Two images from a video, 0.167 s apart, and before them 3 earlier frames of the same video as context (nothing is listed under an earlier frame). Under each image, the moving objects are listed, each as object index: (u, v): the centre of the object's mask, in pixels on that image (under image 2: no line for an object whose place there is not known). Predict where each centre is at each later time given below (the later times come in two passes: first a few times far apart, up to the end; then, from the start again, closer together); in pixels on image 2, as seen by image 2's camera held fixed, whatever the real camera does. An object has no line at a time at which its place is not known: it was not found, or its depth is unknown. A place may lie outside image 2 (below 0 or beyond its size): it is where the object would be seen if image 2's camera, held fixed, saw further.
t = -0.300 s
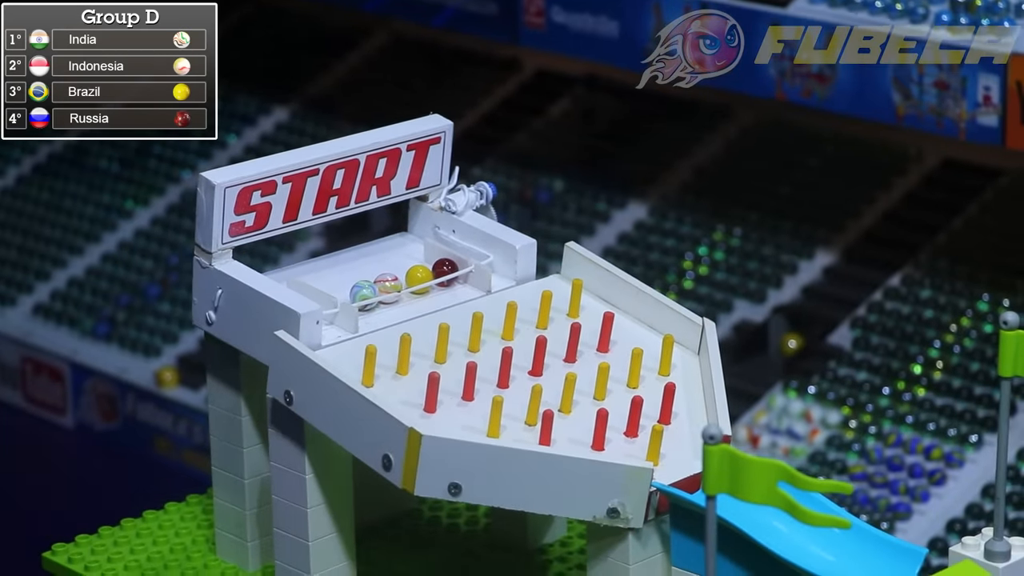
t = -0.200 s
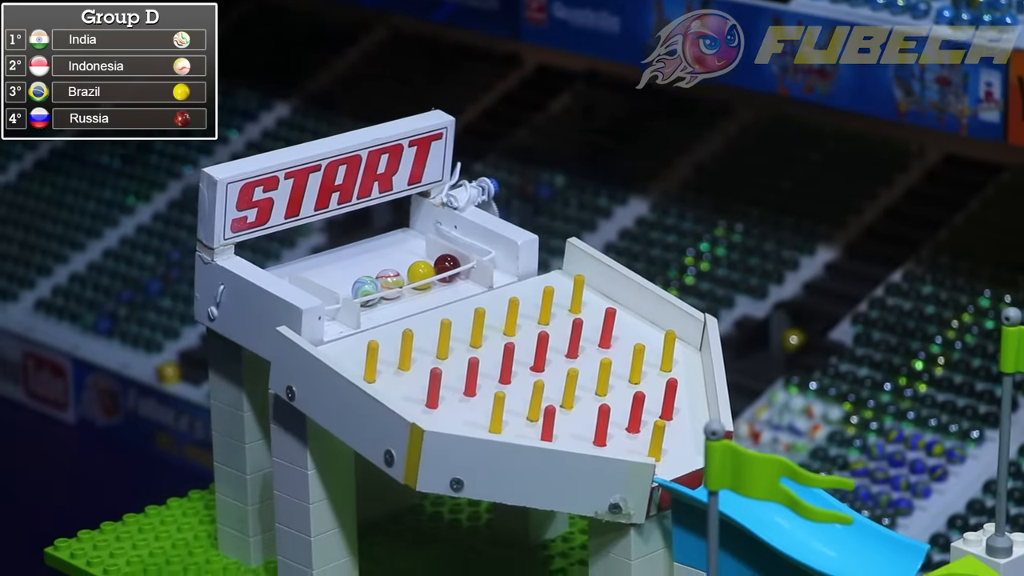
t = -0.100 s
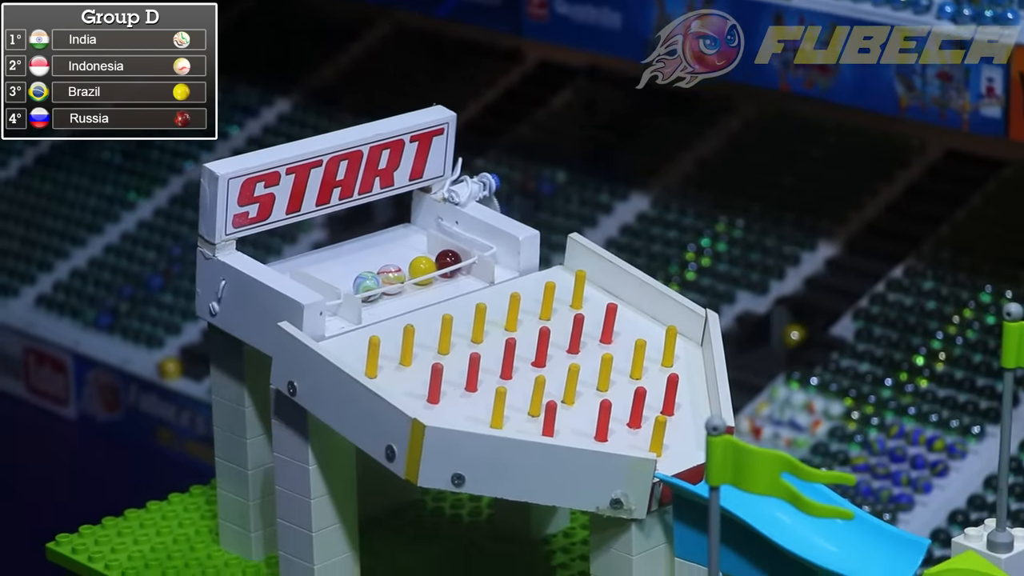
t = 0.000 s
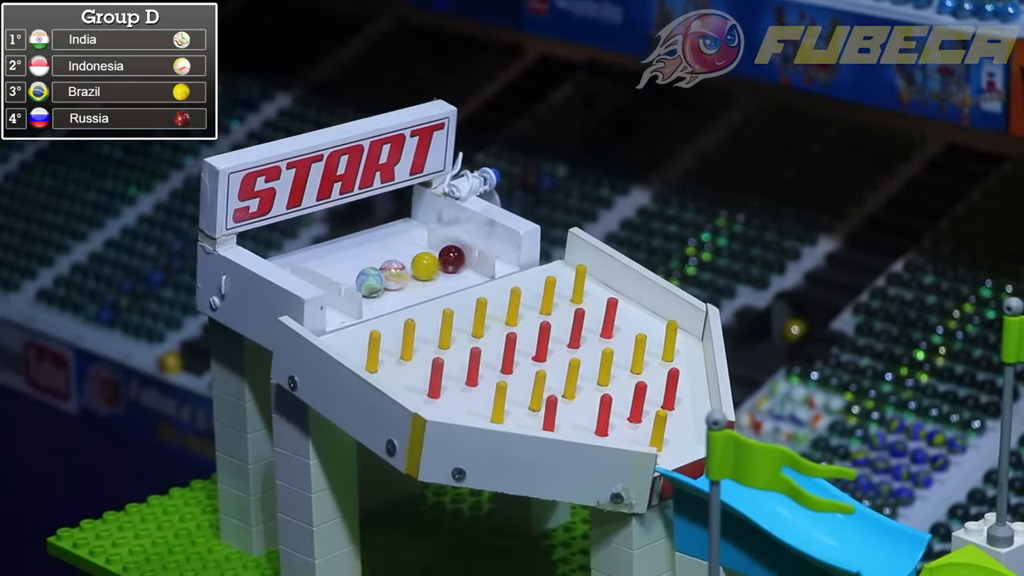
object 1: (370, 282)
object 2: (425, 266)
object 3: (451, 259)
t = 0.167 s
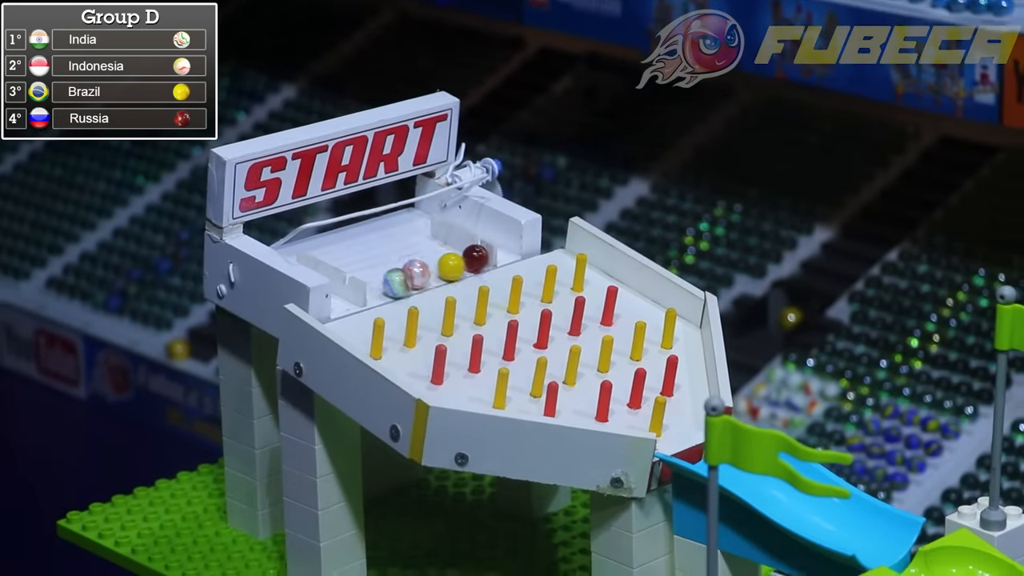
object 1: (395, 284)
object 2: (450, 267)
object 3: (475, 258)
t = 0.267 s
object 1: (422, 299)
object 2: (478, 282)
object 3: (500, 271)
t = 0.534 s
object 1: (393, 320)
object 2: (462, 302)
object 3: (574, 306)
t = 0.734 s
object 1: (399, 340)
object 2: (495, 336)
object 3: (623, 336)
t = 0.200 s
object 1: (403, 287)
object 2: (458, 270)
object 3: (482, 261)
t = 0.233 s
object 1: (410, 294)
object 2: (467, 276)
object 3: (490, 266)
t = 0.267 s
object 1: (422, 299)
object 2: (478, 282)
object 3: (500, 271)
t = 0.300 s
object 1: (431, 308)
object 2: (492, 289)
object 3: (509, 276)
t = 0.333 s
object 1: (431, 308)
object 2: (492, 292)
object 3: (528, 287)
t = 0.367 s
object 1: (423, 307)
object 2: (481, 290)
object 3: (539, 297)
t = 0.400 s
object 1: (410, 306)
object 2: (472, 290)
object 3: (558, 307)
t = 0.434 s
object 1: (401, 307)
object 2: (470, 293)
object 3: (563, 309)
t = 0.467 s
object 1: (396, 312)
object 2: (467, 294)
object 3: (563, 306)
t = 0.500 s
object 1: (394, 315)
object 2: (463, 297)
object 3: (565, 306)
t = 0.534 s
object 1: (393, 320)
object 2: (462, 302)
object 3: (574, 306)
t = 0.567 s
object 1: (393, 326)
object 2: (462, 307)
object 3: (589, 311)
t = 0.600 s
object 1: (392, 331)
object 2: (464, 312)
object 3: (592, 315)
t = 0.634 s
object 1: (392, 335)
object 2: (466, 318)
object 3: (595, 320)
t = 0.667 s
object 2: (473, 322)
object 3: (602, 324)
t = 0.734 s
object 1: (399, 340)
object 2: (495, 336)
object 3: (623, 336)
